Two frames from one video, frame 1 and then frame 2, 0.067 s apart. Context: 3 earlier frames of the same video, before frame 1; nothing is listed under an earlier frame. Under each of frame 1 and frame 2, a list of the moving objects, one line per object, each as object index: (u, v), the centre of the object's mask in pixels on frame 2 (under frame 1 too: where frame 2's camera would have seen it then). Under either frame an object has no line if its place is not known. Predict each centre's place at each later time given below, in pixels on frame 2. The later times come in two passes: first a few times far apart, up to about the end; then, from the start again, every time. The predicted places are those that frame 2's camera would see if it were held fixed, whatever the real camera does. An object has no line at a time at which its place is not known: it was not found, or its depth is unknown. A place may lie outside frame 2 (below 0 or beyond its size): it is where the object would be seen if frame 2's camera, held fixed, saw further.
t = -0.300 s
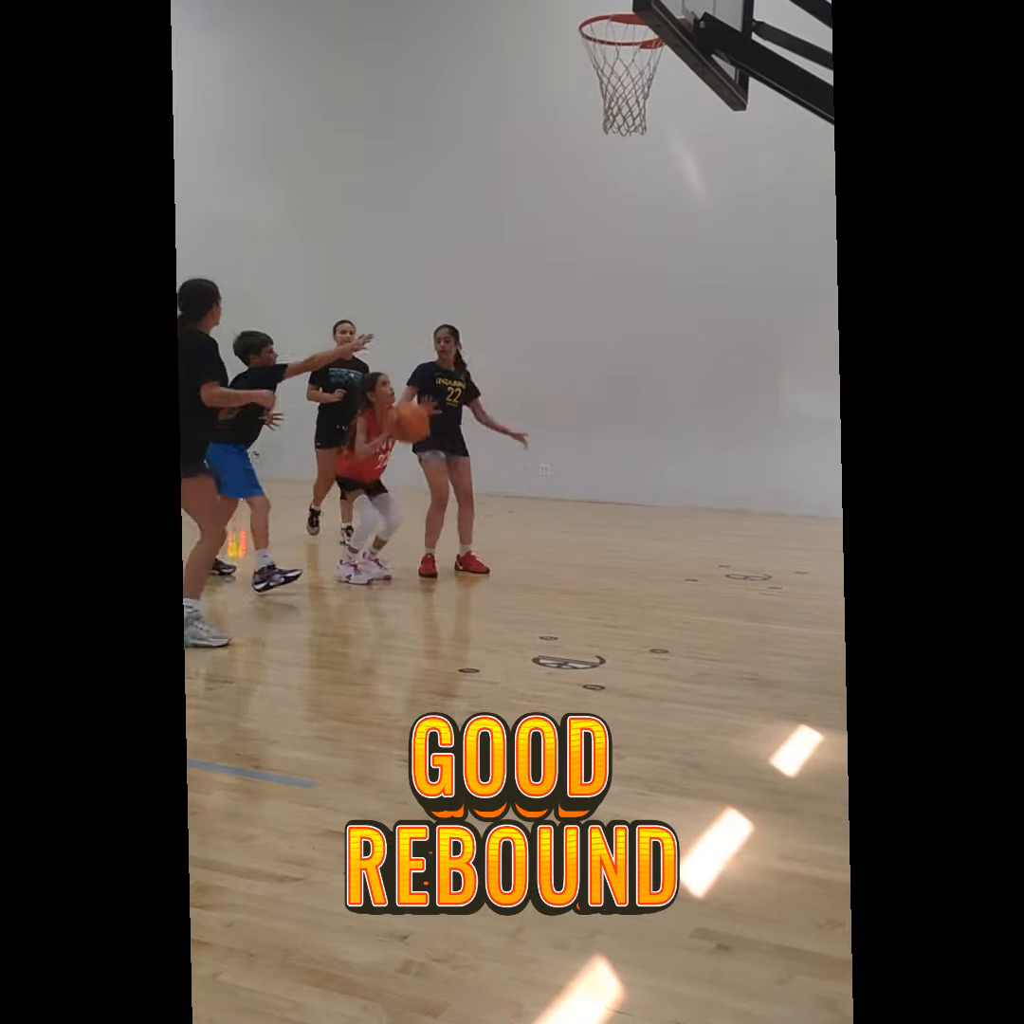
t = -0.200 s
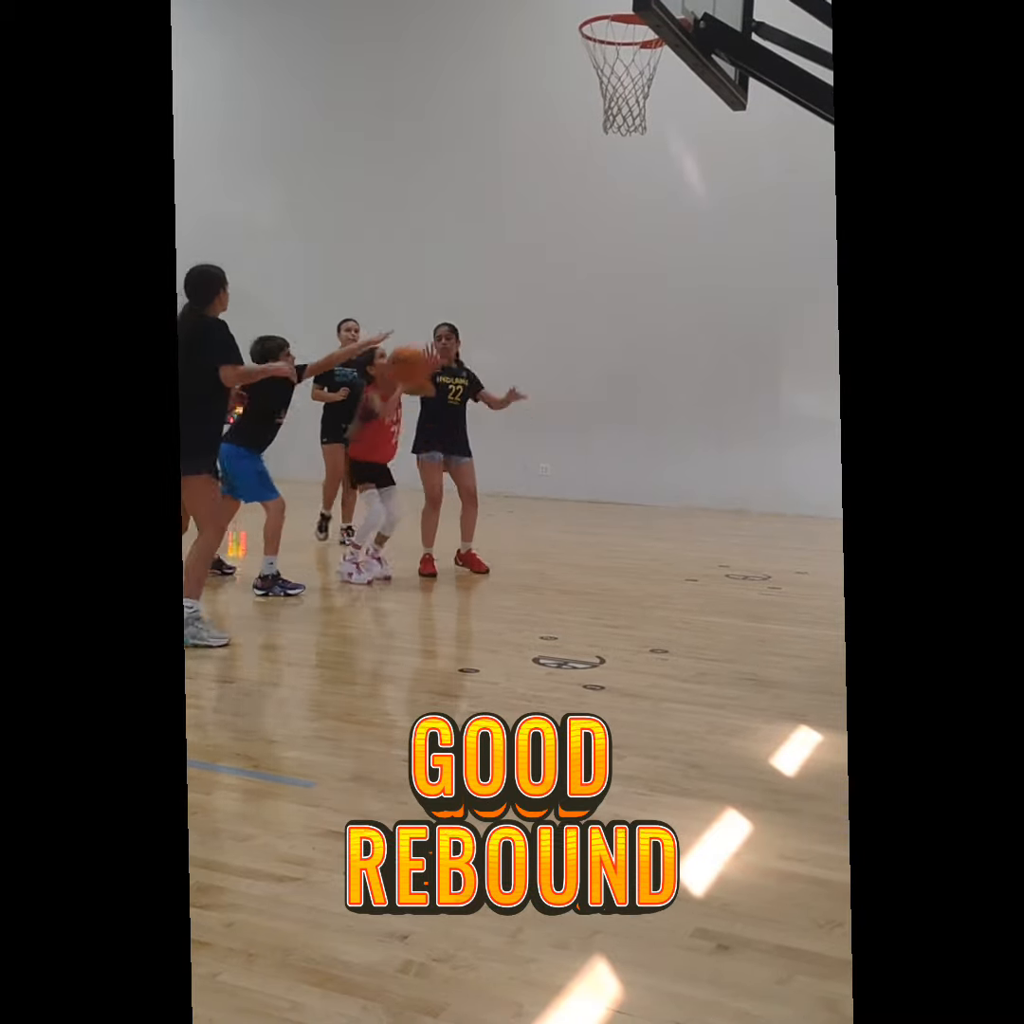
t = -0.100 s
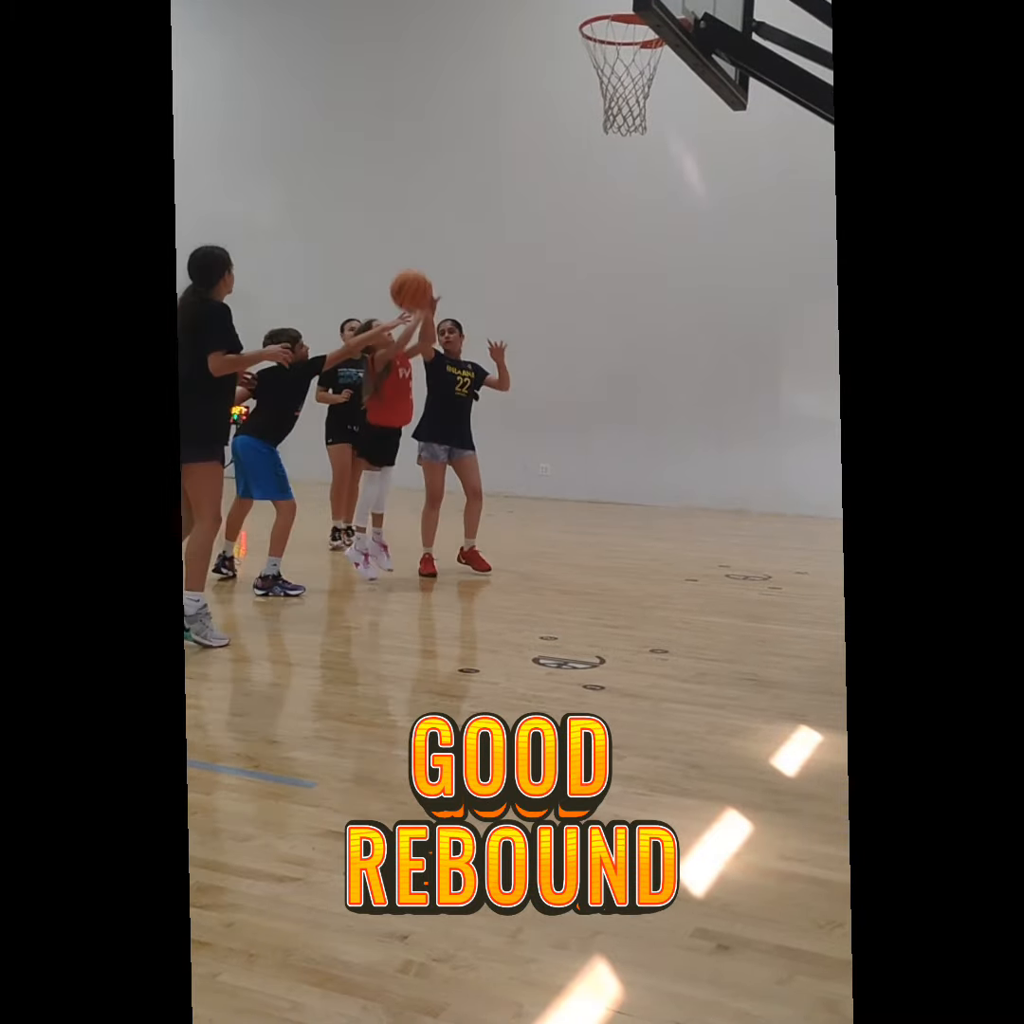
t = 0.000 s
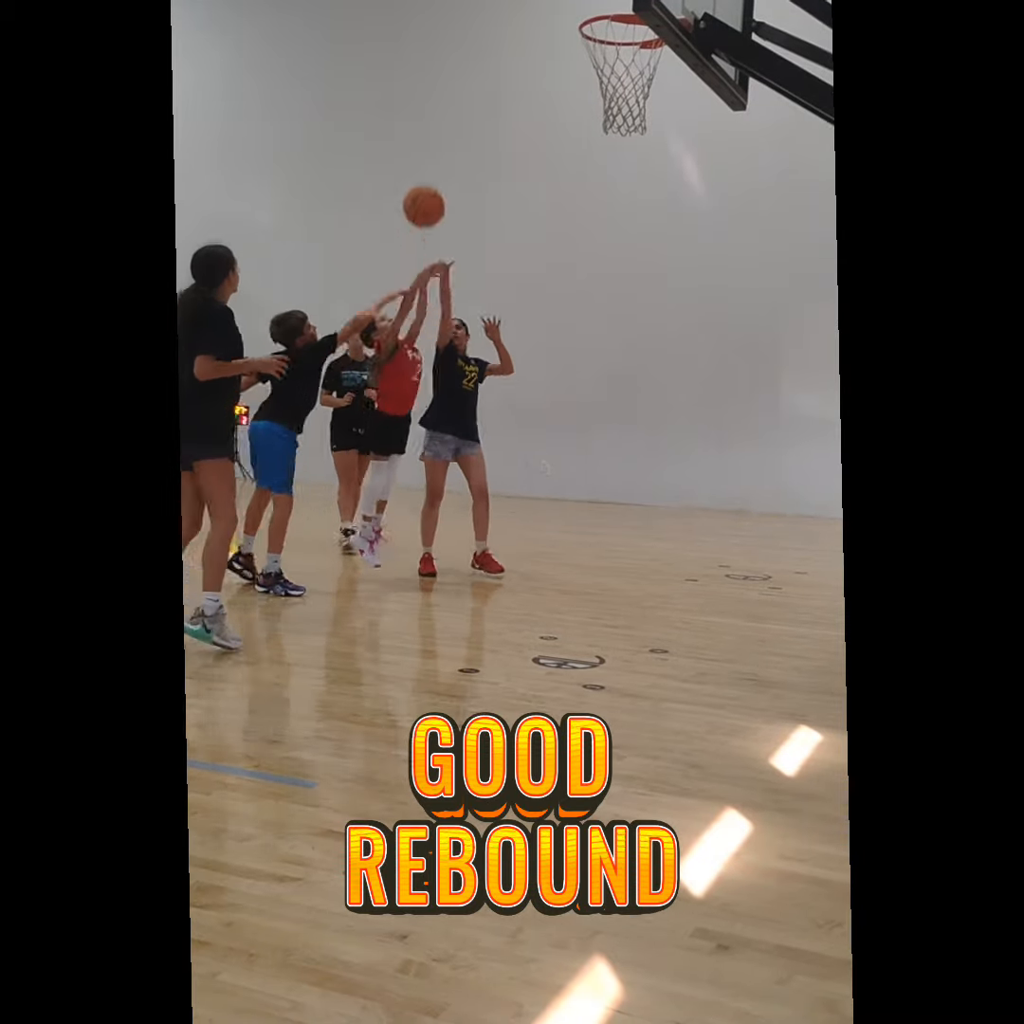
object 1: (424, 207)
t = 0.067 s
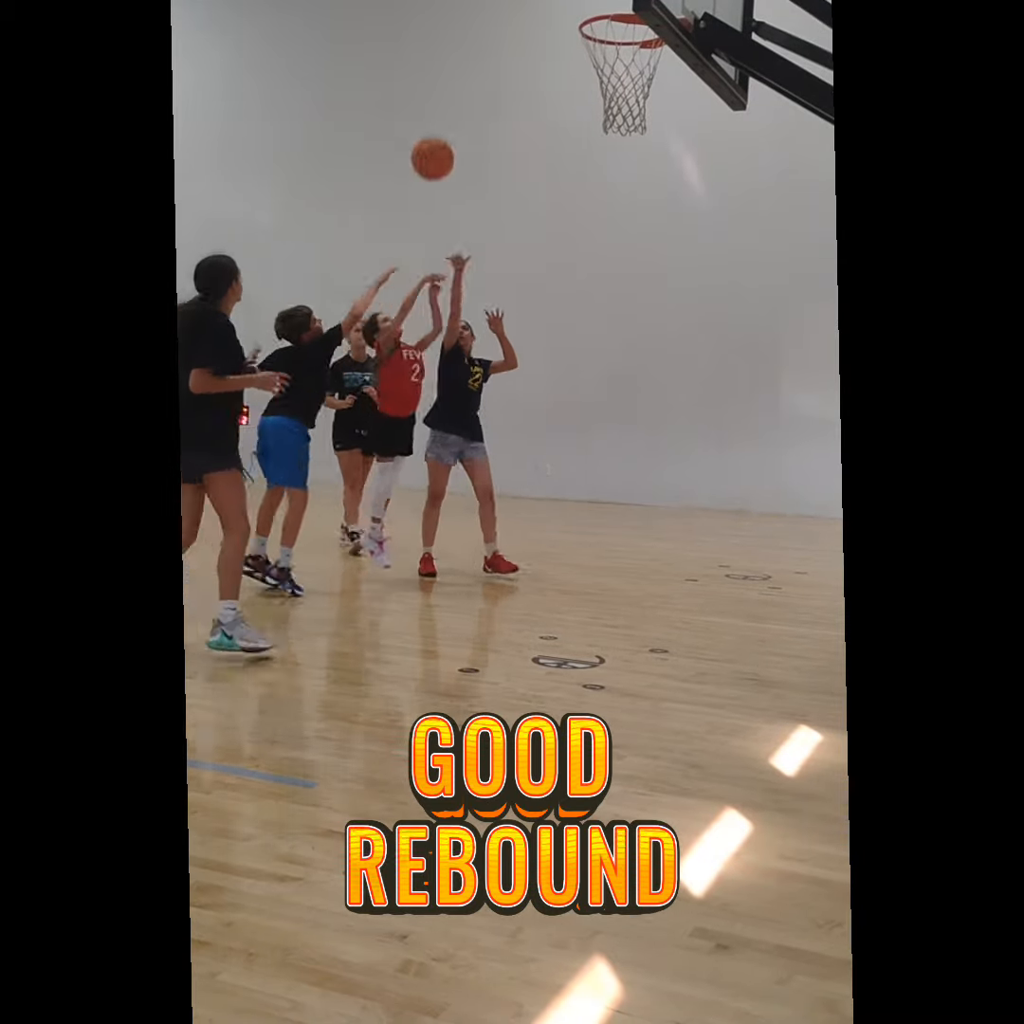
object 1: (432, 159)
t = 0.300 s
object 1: (464, 47)
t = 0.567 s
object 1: (498, 44)
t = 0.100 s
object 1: (437, 137)
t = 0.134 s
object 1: (441, 117)
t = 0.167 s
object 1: (446, 99)
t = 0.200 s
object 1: (451, 83)
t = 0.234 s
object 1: (455, 69)
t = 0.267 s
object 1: (459, 57)
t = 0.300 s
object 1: (464, 47)
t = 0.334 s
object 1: (468, 39)
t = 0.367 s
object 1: (473, 33)
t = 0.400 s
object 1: (477, 30)
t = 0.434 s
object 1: (482, 28)
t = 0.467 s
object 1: (486, 29)
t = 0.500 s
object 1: (490, 32)
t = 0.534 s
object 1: (494, 37)
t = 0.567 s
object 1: (498, 44)
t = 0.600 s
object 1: (502, 53)
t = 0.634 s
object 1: (506, 65)
